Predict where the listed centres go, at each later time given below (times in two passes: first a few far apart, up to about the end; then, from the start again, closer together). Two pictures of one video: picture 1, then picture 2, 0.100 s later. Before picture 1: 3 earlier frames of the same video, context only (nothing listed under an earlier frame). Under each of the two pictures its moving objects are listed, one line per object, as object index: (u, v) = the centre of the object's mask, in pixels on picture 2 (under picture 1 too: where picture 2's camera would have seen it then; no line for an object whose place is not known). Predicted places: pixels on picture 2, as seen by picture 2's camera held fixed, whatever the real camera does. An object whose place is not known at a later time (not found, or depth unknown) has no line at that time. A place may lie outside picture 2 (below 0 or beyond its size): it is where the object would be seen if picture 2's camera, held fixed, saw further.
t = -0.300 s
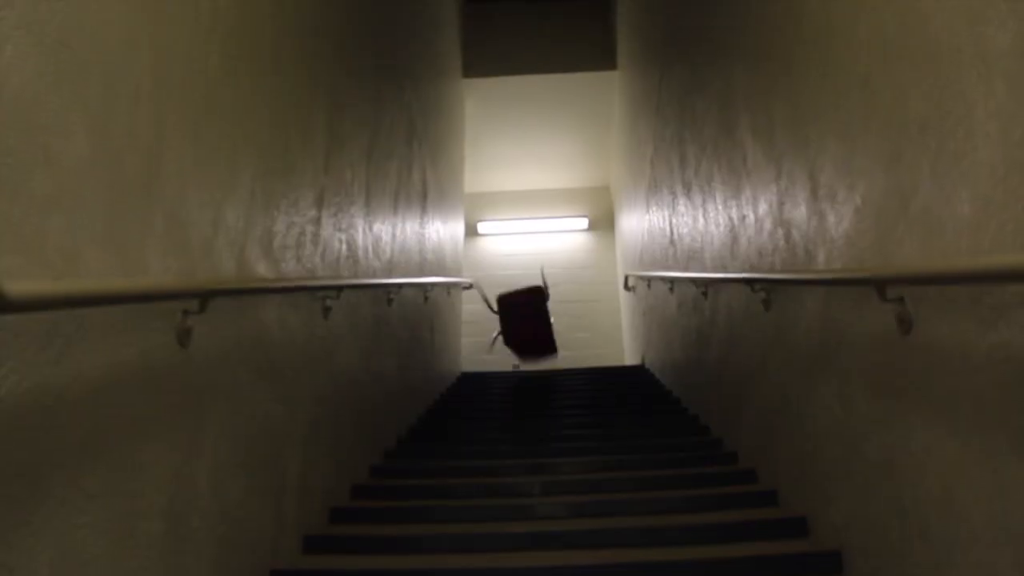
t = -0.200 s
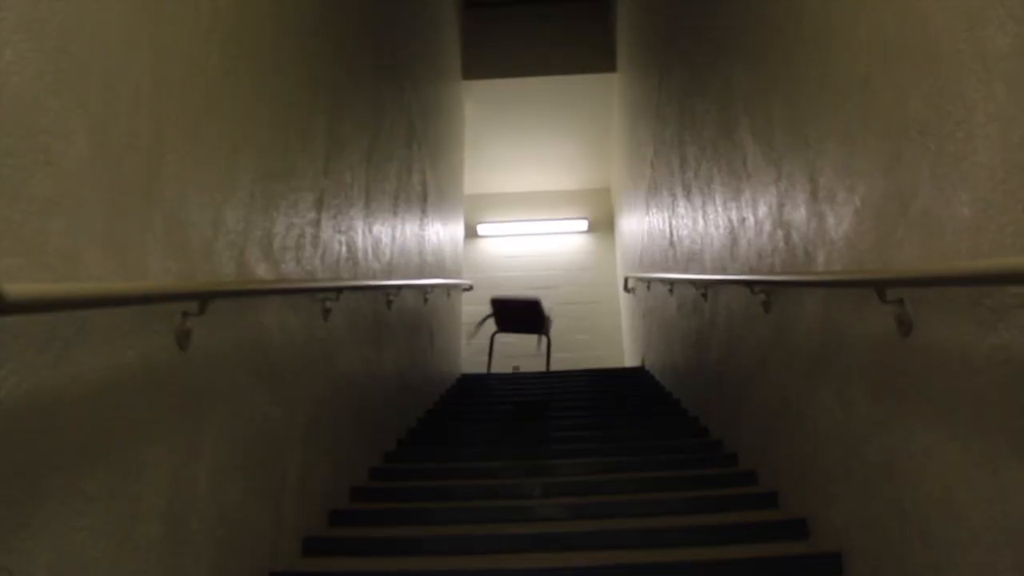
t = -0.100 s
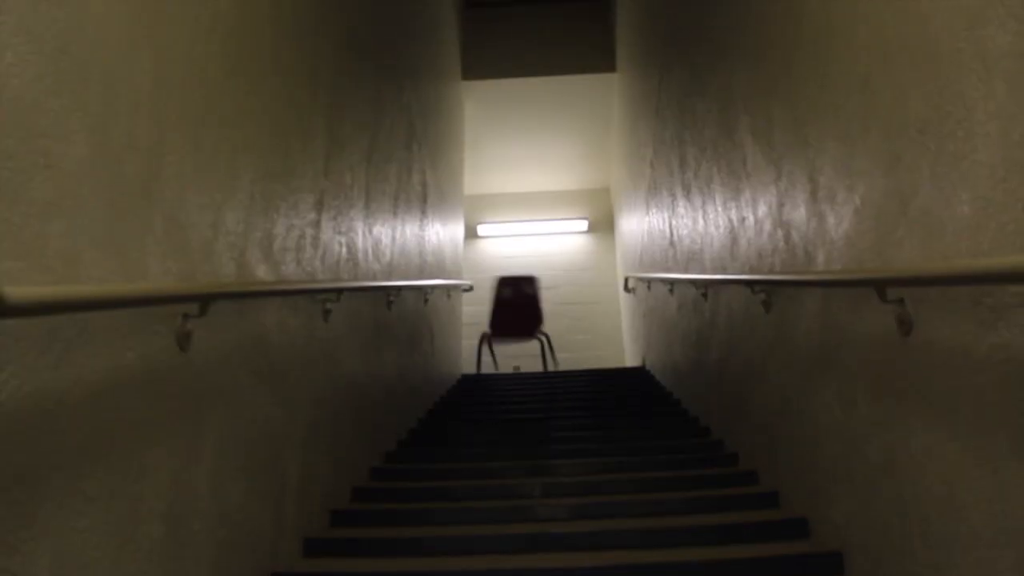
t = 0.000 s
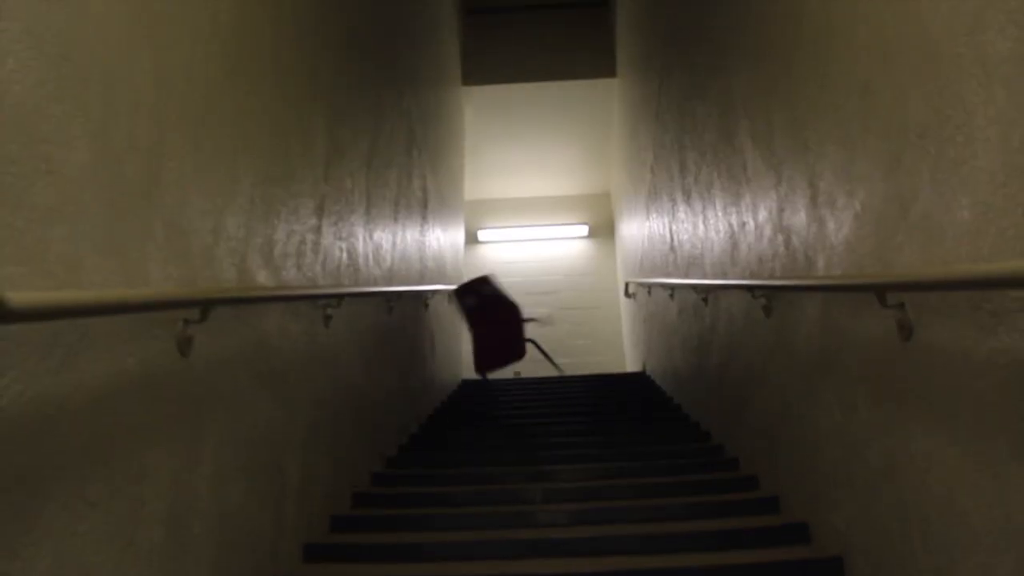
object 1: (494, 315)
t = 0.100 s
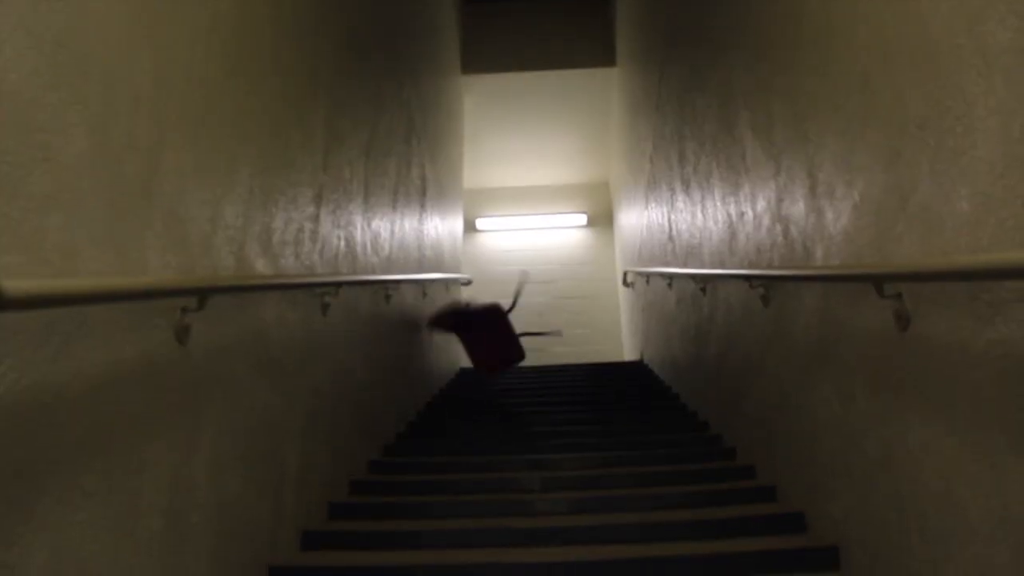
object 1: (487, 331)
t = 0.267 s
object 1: (484, 372)
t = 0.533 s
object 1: (497, 303)
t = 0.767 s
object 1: (512, 310)
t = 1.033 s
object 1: (528, 380)
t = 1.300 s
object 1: (547, 383)
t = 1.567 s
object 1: (596, 321)
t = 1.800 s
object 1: (639, 330)
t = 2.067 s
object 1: (753, 451)
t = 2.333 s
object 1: (683, 351)
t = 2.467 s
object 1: (725, 430)
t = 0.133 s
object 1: (490, 339)
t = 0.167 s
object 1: (499, 348)
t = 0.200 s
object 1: (489, 354)
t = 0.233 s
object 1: (483, 366)
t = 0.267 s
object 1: (484, 372)
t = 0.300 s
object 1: (492, 369)
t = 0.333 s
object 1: (485, 359)
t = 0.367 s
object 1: (491, 345)
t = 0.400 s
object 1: (491, 333)
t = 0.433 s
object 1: (491, 321)
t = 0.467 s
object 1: (494, 315)
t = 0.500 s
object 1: (495, 308)
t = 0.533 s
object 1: (497, 303)
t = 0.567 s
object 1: (499, 301)
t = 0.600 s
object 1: (500, 300)
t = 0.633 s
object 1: (502, 299)
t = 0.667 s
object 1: (506, 300)
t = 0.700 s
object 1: (509, 303)
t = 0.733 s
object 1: (510, 305)
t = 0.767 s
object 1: (512, 310)
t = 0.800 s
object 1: (510, 318)
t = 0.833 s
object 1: (508, 321)
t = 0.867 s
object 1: (524, 328)
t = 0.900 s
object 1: (524, 339)
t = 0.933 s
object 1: (529, 350)
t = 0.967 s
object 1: (533, 358)
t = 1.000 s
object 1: (532, 373)
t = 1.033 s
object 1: (528, 380)
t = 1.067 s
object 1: (532, 369)
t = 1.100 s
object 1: (537, 359)
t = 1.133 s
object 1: (541, 357)
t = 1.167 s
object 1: (545, 357)
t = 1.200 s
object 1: (550, 362)
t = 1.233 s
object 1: (554, 367)
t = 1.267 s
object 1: (545, 376)
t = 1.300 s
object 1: (547, 383)
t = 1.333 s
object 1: (552, 389)
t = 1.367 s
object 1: (560, 395)
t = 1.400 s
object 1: (558, 414)
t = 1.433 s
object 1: (563, 419)
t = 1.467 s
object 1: (568, 385)
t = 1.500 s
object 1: (581, 364)
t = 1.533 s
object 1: (581, 337)
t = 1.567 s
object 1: (596, 321)
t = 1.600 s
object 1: (621, 320)
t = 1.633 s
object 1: (625, 322)
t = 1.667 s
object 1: (628, 329)
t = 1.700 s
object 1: (630, 324)
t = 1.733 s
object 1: (628, 316)
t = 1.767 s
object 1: (633, 319)
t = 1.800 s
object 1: (639, 330)
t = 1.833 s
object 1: (644, 347)
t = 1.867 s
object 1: (657, 360)
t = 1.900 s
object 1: (666, 385)
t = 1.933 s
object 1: (686, 432)
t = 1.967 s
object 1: (697, 458)
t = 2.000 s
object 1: (700, 478)
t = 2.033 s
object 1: (727, 474)
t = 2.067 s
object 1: (753, 451)
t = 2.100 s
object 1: (746, 434)
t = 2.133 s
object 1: (741, 421)
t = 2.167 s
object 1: (741, 403)
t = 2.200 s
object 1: (737, 377)
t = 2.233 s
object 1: (721, 363)
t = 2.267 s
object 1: (708, 351)
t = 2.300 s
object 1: (696, 348)
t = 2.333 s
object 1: (683, 351)
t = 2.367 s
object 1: (686, 358)
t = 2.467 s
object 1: (725, 430)
